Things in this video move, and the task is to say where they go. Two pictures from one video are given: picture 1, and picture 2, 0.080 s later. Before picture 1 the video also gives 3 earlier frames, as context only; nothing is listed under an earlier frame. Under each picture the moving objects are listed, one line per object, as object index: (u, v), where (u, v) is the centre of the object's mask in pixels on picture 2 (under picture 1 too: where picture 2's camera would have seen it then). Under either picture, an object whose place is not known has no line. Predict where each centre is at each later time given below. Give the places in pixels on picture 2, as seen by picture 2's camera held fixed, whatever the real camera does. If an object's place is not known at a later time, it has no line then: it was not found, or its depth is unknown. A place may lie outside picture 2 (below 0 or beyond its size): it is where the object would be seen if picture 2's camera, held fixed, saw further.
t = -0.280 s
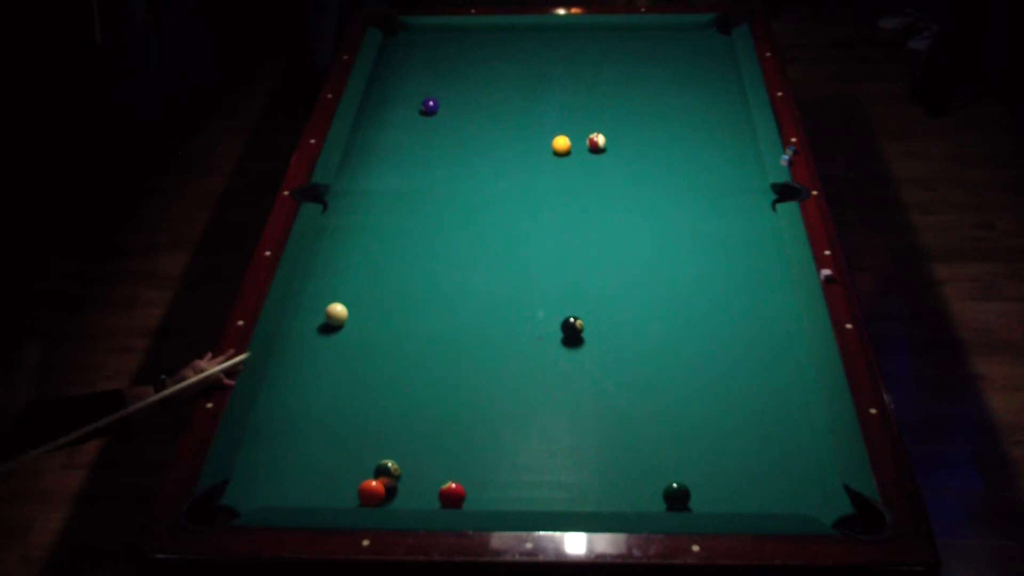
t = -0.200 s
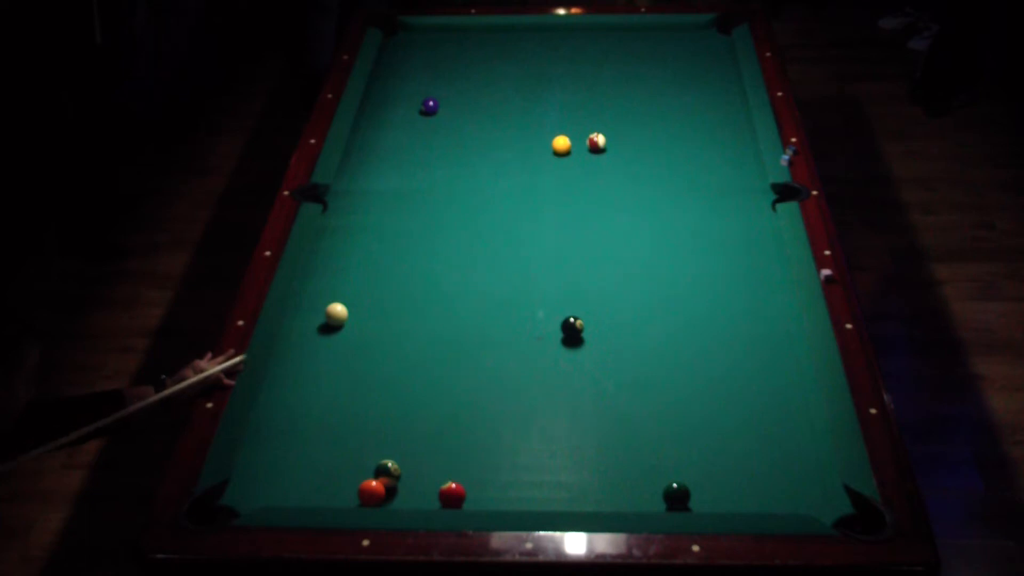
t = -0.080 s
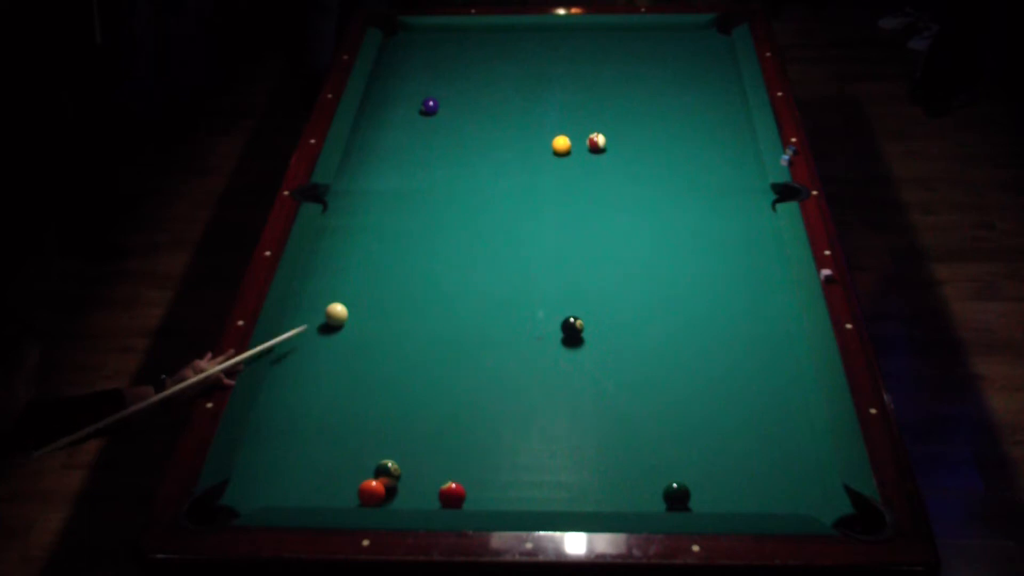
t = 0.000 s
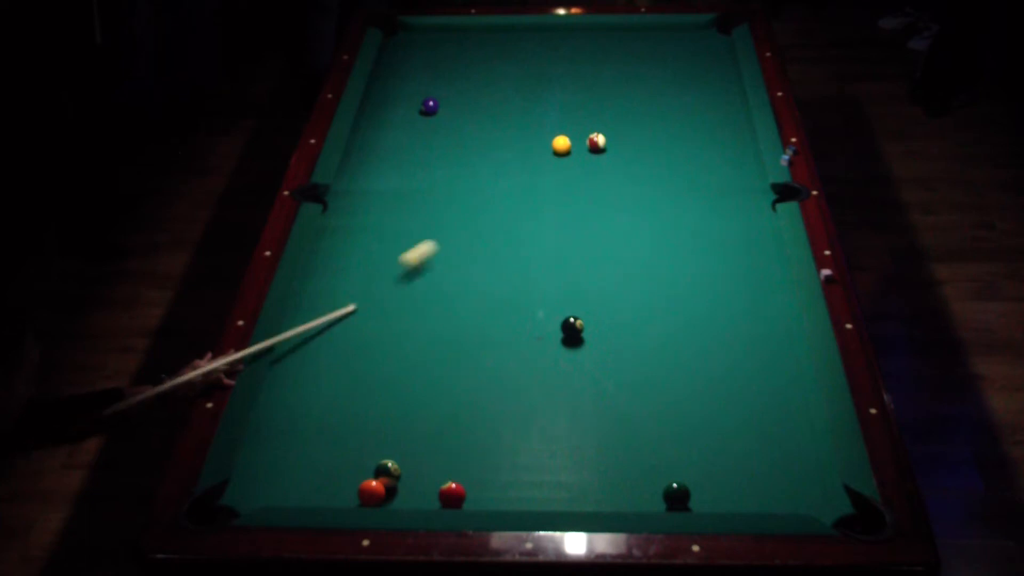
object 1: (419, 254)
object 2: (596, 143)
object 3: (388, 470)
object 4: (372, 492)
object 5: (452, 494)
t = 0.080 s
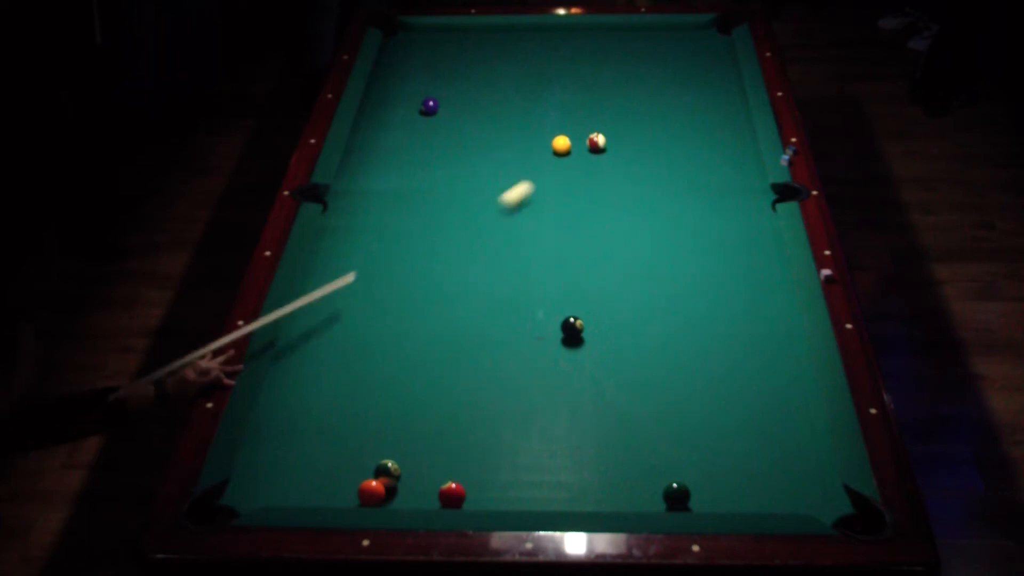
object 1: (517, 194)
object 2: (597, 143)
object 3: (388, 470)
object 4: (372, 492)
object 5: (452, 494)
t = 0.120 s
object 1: (560, 168)
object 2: (596, 143)
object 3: (388, 470)
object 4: (372, 492)
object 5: (452, 494)
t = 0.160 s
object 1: (594, 149)
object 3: (388, 470)
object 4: (372, 492)
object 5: (452, 494)
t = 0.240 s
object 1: (628, 153)
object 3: (388, 470)
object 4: (372, 492)
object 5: (452, 494)
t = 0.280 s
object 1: (643, 153)
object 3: (388, 470)
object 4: (372, 492)
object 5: (452, 494)
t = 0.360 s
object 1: (672, 156)
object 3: (388, 470)
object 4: (372, 492)
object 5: (452, 494)
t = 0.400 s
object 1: (686, 156)
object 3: (388, 470)
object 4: (372, 492)
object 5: (452, 494)
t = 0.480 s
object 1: (713, 157)
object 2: (727, 50)
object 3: (388, 470)
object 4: (372, 492)
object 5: (452, 494)
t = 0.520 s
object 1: (727, 157)
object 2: (727, 61)
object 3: (388, 470)
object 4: (372, 492)
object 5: (452, 494)
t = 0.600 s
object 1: (753, 158)
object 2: (716, 79)
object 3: (388, 470)
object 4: (372, 492)
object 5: (452, 494)
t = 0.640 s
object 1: (745, 159)
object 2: (711, 88)
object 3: (388, 470)
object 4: (372, 492)
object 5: (452, 494)
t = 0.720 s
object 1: (729, 161)
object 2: (701, 104)
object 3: (388, 470)
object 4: (372, 492)
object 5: (452, 494)
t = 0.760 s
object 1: (722, 162)
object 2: (696, 112)
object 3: (388, 470)
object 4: (372, 492)
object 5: (452, 494)
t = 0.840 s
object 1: (708, 164)
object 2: (686, 129)
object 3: (388, 470)
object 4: (372, 492)
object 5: (452, 495)
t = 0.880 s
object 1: (700, 165)
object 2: (681, 138)
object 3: (388, 470)
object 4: (372, 492)
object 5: (452, 494)
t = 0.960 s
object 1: (687, 167)
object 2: (670, 154)
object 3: (388, 470)
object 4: (372, 492)
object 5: (452, 494)
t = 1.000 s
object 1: (682, 170)
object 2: (662, 164)
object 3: (388, 470)
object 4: (372, 492)
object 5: (452, 494)
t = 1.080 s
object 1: (684, 177)
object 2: (635, 177)
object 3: (388, 470)
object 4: (372, 492)
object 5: (452, 494)
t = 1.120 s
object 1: (684, 180)
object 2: (622, 184)
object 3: (388, 470)
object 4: (372, 492)
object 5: (452, 494)
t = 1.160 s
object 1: (683, 183)
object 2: (609, 192)
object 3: (388, 470)
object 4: (372, 492)
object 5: (452, 495)
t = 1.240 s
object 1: (682, 190)
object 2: (582, 207)
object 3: (388, 470)
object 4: (372, 492)
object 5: (452, 494)
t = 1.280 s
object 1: (682, 193)
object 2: (568, 214)
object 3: (388, 470)
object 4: (372, 492)
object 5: (452, 494)
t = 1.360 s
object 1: (681, 200)
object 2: (540, 231)
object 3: (388, 470)
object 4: (372, 492)
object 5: (452, 494)
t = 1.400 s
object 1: (681, 203)
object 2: (526, 239)
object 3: (388, 470)
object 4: (372, 492)
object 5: (452, 494)
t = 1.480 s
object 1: (680, 210)
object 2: (496, 255)
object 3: (388, 470)
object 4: (372, 492)
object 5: (452, 494)
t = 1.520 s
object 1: (680, 213)
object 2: (481, 263)
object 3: (388, 470)
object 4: (372, 492)
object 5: (452, 494)
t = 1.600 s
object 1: (679, 219)
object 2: (451, 281)
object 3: (388, 470)
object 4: (372, 492)
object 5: (452, 495)
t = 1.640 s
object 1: (679, 223)
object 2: (435, 289)
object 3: (388, 470)
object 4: (372, 492)
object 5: (452, 494)
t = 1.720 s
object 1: (678, 230)
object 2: (402, 308)
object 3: (388, 470)
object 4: (372, 492)
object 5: (452, 494)
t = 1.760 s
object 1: (677, 233)
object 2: (386, 318)
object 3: (388, 470)
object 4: (372, 492)
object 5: (452, 494)
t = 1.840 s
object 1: (676, 240)
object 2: (352, 337)
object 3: (388, 470)
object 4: (372, 492)
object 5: (452, 494)
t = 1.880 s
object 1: (676, 243)
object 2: (334, 347)
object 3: (388, 470)
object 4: (372, 492)
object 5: (452, 495)
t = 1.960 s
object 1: (675, 249)
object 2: (298, 367)
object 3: (388, 470)
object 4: (372, 492)
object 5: (452, 494)
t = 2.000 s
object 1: (675, 253)
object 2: (281, 378)
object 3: (388, 470)
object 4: (372, 492)
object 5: (452, 494)
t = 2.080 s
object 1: (674, 260)
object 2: (291, 392)
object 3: (388, 470)
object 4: (372, 492)
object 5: (452, 494)
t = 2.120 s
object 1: (673, 263)
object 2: (298, 393)
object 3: (388, 470)
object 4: (372, 492)
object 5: (452, 494)
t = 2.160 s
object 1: (672, 267)
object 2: (304, 399)
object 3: (388, 470)
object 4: (372, 492)
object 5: (452, 495)
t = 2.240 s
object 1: (671, 273)
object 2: (316, 411)
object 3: (388, 470)
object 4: (372, 492)
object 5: (452, 494)
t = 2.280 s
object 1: (671, 276)
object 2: (322, 414)
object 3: (388, 470)
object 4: (372, 492)
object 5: (452, 494)
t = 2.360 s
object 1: (670, 283)
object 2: (336, 425)
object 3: (388, 470)
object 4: (372, 492)
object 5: (452, 494)
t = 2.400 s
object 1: (670, 286)
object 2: (341, 429)
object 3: (388, 470)
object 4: (372, 492)
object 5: (452, 494)
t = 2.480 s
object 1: (669, 293)
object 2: (355, 441)
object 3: (388, 470)
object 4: (372, 492)
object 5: (452, 494)
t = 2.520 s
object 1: (668, 296)
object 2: (361, 446)
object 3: (388, 470)
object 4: (372, 492)
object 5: (452, 494)
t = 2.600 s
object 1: (667, 303)
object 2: (374, 452)
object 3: (389, 470)
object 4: (372, 492)
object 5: (452, 494)
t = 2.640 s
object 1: (667, 306)
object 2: (379, 456)
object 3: (392, 473)
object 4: (372, 492)
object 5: (452, 494)
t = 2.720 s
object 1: (666, 312)
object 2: (385, 458)
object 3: (401, 479)
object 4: (369, 494)
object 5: (452, 494)
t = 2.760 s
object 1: (665, 315)
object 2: (388, 458)
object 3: (405, 482)
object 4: (367, 495)
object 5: (452, 494)
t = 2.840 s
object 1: (664, 322)
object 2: (395, 460)
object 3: (412, 488)
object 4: (364, 497)
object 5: (452, 494)
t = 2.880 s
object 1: (664, 325)
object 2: (398, 460)
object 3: (416, 491)
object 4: (363, 498)
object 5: (452, 494)
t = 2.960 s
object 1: (663, 331)
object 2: (405, 460)
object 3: (423, 496)
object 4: (362, 498)
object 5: (452, 494)
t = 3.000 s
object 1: (662, 335)
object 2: (408, 461)
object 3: (424, 498)
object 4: (361, 498)
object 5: (455, 494)
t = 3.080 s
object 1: (662, 341)
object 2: (414, 463)
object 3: (426, 500)
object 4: (360, 497)
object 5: (461, 494)
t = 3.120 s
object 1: (661, 344)
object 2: (417, 463)
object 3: (427, 500)
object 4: (360, 497)
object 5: (463, 494)
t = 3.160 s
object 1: (661, 347)
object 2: (420, 464)
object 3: (428, 499)
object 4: (360, 496)
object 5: (466, 494)
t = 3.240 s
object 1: (660, 353)
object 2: (425, 464)
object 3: (430, 497)
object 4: (359, 496)
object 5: (471, 494)
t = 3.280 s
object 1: (659, 356)
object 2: (428, 465)
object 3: (430, 496)
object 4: (359, 496)
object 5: (473, 494)
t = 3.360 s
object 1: (659, 362)
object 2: (433, 465)
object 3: (432, 495)
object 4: (358, 495)
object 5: (478, 494)
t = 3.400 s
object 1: (658, 365)
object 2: (435, 466)
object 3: (433, 495)
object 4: (358, 495)
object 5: (480, 495)
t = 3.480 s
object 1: (657, 372)
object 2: (440, 465)
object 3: (434, 494)
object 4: (358, 495)
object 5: (484, 495)
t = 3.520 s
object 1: (657, 374)
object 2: (442, 466)
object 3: (435, 493)
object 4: (358, 495)
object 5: (486, 494)
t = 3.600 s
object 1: (656, 380)
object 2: (447, 467)
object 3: (436, 492)
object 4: (358, 495)
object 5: (490, 494)
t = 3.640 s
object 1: (655, 383)
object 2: (450, 468)
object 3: (437, 492)
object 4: (358, 495)
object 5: (491, 495)
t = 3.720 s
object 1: (654, 389)
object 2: (454, 468)
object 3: (438, 491)
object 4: (359, 495)
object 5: (495, 494)
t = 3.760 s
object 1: (654, 391)
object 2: (455, 468)
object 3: (438, 487)
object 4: (359, 494)
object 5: (496, 495)
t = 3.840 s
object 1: (653, 398)
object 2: (459, 468)
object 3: (439, 486)
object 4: (359, 494)
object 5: (500, 495)
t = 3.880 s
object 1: (652, 400)
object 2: (461, 468)
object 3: (439, 485)
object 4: (359, 494)
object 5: (501, 495)
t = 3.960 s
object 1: (651, 405)
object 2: (464, 469)
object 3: (440, 487)
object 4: (359, 494)
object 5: (503, 495)
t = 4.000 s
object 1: (651, 408)
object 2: (466, 469)
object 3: (440, 487)
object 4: (359, 494)
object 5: (505, 495)
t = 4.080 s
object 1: (649, 413)
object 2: (468, 470)
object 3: (440, 483)
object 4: (359, 494)
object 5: (507, 495)
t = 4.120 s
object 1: (649, 416)
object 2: (469, 468)
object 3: (441, 483)
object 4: (359, 494)
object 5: (508, 495)
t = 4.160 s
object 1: (648, 418)
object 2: (471, 468)
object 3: (441, 483)
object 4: (359, 494)
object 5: (509, 495)
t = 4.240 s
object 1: (647, 424)
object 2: (473, 470)
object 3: (441, 485)
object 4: (359, 494)
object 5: (511, 495)
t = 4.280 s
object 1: (646, 426)
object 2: (475, 470)
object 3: (441, 486)
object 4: (359, 494)
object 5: (512, 495)
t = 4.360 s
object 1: (645, 431)
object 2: (477, 471)
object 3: (441, 486)
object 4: (359, 494)
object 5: (513, 495)
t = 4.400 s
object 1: (645, 433)
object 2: (478, 471)
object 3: (441, 485)
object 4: (359, 494)
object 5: (514, 495)
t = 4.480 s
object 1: (643, 438)
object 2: (480, 471)
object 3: (441, 486)
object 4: (359, 494)
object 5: (515, 495)
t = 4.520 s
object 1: (643, 440)
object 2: (481, 471)
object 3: (441, 486)
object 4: (359, 494)
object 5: (515, 495)
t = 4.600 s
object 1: (642, 444)
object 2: (482, 471)
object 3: (441, 486)
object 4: (359, 494)
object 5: (516, 495)
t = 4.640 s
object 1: (641, 447)
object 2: (483, 471)
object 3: (441, 486)
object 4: (359, 494)
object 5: (516, 494)
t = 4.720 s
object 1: (640, 451)
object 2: (484, 471)
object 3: (441, 486)
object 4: (359, 494)
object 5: (516, 494)
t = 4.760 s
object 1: (639, 453)
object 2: (484, 471)
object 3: (441, 485)
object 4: (359, 494)
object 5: (516, 494)
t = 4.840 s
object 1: (638, 457)
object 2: (484, 471)
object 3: (441, 485)
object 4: (359, 494)
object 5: (516, 494)
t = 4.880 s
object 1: (638, 459)
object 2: (485, 471)
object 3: (441, 485)
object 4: (359, 494)
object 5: (516, 494)
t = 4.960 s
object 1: (637, 463)
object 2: (485, 471)
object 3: (441, 485)
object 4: (359, 494)
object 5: (516, 494)
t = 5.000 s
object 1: (636, 465)
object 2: (485, 471)
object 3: (441, 485)
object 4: (359, 494)
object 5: (516, 494)
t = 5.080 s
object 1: (635, 468)
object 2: (485, 471)
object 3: (441, 485)
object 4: (359, 494)
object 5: (516, 494)
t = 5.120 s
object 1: (635, 470)
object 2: (485, 471)
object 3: (441, 485)
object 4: (359, 494)
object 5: (516, 494)
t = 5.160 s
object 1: (634, 472)
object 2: (485, 471)
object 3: (441, 485)
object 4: (359, 494)
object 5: (516, 494)
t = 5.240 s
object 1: (634, 475)
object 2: (485, 471)
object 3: (441, 485)
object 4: (359, 494)
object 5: (516, 494)
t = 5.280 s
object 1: (633, 477)
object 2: (485, 471)
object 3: (441, 485)
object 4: (359, 494)
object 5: (516, 494)
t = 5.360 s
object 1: (632, 480)
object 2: (485, 471)
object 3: (441, 485)
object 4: (359, 494)
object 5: (516, 494)
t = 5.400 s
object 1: (632, 481)
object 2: (485, 471)
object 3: (441, 485)
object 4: (359, 494)
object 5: (516, 494)
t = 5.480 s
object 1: (631, 484)
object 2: (485, 471)
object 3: (442, 482)
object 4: (359, 494)
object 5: (516, 494)
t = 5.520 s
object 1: (631, 485)
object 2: (485, 471)
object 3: (442, 482)
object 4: (359, 494)
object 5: (516, 494)
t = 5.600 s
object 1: (630, 488)
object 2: (485, 471)
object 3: (442, 482)
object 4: (359, 494)
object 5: (516, 494)
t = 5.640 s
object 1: (630, 489)
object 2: (485, 471)
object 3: (441, 485)
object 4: (359, 494)
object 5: (516, 494)
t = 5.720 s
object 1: (630, 491)
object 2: (485, 471)
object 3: (441, 484)
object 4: (359, 494)
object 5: (516, 494)
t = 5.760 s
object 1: (629, 492)
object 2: (485, 471)
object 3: (442, 482)
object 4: (359, 494)
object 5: (516, 494)
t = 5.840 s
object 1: (629, 494)
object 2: (485, 471)
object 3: (441, 484)
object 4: (359, 494)
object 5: (516, 494)
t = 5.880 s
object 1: (628, 495)
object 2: (485, 471)
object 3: (442, 482)
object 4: (359, 494)
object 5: (516, 494)
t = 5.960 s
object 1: (628, 497)
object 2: (485, 471)
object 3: (442, 482)
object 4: (359, 494)
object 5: (516, 494)
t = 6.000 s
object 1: (628, 497)
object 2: (485, 471)
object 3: (442, 483)
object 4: (359, 494)
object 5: (516, 494)
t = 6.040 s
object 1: (628, 498)
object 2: (485, 471)
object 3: (442, 483)
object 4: (359, 494)
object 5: (516, 494)
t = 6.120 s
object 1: (628, 499)
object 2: (485, 471)
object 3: (442, 483)
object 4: (359, 494)
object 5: (516, 494)
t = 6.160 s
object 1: (628, 499)
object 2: (485, 471)
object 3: (442, 483)
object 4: (359, 494)
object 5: (516, 494)
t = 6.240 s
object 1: (628, 500)
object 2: (485, 471)
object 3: (442, 483)
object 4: (359, 494)
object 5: (516, 494)
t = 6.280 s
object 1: (628, 500)
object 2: (485, 471)
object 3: (442, 483)
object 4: (359, 494)
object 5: (516, 494)
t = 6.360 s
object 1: (628, 500)
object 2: (485, 471)
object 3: (442, 483)
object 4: (359, 494)
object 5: (516, 494)
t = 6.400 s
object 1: (628, 501)
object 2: (485, 471)
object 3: (442, 483)
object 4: (359, 494)
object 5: (516, 494)
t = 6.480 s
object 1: (628, 501)
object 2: (485, 471)
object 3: (442, 483)
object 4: (359, 494)
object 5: (516, 494)
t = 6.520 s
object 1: (627, 501)
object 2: (485, 471)
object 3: (442, 483)
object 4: (359, 494)
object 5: (516, 494)
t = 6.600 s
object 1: (627, 501)
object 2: (485, 471)
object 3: (442, 482)
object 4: (359, 494)
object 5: (516, 494)
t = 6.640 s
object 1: (627, 501)
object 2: (485, 471)
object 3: (442, 482)
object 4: (359, 494)
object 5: (516, 494)
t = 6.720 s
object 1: (627, 501)
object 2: (485, 471)
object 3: (442, 482)
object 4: (359, 494)
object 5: (516, 494)
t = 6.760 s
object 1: (627, 501)
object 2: (485, 471)
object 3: (442, 482)
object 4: (359, 494)
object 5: (516, 494)
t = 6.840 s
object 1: (627, 500)
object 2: (485, 471)
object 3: (442, 482)
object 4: (359, 494)
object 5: (516, 494)
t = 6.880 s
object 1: (627, 500)
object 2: (485, 471)
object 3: (442, 482)
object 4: (359, 494)
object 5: (516, 494)
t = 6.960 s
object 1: (628, 500)
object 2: (485, 471)
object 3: (442, 482)
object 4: (359, 494)
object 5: (516, 494)
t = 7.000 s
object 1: (628, 500)
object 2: (485, 471)
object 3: (442, 482)
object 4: (359, 494)
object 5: (516, 494)
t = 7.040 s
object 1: (628, 500)
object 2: (485, 471)
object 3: (442, 482)
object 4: (359, 494)
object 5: (516, 494)
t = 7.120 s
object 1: (628, 500)
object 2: (485, 471)
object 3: (442, 482)
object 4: (359, 494)
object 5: (516, 494)
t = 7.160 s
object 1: (628, 500)
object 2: (485, 471)
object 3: (442, 482)
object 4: (359, 494)
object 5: (516, 494)
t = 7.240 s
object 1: (628, 500)
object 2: (485, 471)
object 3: (442, 482)
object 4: (359, 494)
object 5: (516, 494)
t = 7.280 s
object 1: (628, 500)
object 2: (485, 471)
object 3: (442, 482)
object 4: (359, 494)
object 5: (516, 494)
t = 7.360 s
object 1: (628, 500)
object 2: (485, 471)
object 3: (442, 482)
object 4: (359, 494)
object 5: (516, 494)
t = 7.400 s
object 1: (628, 500)
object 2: (485, 471)
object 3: (442, 482)
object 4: (359, 494)
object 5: (516, 494)
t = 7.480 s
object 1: (628, 500)
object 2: (485, 471)
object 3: (442, 482)
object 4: (359, 494)
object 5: (516, 494)
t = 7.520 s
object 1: (628, 500)
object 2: (485, 471)
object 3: (442, 482)
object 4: (359, 494)
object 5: (516, 494)
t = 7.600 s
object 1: (628, 500)
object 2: (485, 471)
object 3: (442, 482)
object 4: (359, 494)
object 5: (516, 494)
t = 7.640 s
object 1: (627, 500)
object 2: (485, 471)
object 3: (442, 482)
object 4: (359, 494)
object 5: (516, 494)
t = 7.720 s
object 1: (628, 500)
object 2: (485, 471)
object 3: (442, 482)
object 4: (359, 494)
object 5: (516, 494)
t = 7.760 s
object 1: (628, 500)
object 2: (485, 471)
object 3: (442, 482)
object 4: (359, 494)
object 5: (516, 494)
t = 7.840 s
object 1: (628, 500)
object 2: (485, 471)
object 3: (442, 482)
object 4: (359, 494)
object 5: (516, 494)
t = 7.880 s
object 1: (628, 500)
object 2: (485, 471)
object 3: (442, 482)
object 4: (359, 494)
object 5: (516, 494)
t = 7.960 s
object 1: (628, 500)
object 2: (485, 471)
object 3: (442, 482)
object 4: (359, 494)
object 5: (516, 494)
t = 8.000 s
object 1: (628, 500)
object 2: (485, 471)
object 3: (442, 482)
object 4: (359, 494)
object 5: (516, 494)
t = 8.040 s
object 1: (627, 500)
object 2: (485, 471)
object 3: (442, 482)
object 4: (359, 494)
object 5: (516, 494)
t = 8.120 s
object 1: (627, 500)
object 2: (485, 471)
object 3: (442, 482)
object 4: (359, 494)
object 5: (516, 494)
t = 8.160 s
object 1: (628, 500)
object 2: (485, 471)
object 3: (442, 482)
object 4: (359, 494)
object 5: (516, 494)
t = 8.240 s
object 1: (628, 500)
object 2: (485, 471)
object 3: (442, 482)
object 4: (359, 494)
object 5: (516, 494)
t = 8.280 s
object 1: (628, 500)
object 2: (485, 471)
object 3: (442, 482)
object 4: (359, 494)
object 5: (516, 494)
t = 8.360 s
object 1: (628, 500)
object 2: (485, 471)
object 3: (442, 482)
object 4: (359, 494)
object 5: (516, 494)
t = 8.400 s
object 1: (628, 500)
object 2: (485, 471)
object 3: (442, 482)
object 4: (359, 494)
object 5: (516, 494)
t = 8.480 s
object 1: (628, 500)
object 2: (485, 471)
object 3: (442, 482)
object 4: (359, 494)
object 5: (516, 494)
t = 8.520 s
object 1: (628, 500)
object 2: (485, 471)
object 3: (442, 482)
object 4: (359, 494)
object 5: (516, 494)
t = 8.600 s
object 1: (628, 500)
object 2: (485, 471)
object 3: (442, 482)
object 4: (359, 494)
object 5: (516, 494)
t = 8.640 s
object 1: (628, 500)
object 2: (485, 471)
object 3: (442, 482)
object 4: (359, 494)
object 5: (516, 494)
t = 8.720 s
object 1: (628, 500)
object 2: (485, 471)
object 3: (442, 482)
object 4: (359, 494)
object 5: (516, 494)
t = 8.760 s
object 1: (628, 500)
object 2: (485, 471)
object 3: (442, 482)
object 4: (359, 494)
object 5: (516, 494)
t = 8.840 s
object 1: (628, 500)
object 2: (485, 471)
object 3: (442, 482)
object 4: (359, 494)
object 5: (516, 494)
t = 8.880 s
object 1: (628, 500)
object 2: (485, 471)
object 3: (442, 482)
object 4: (359, 494)
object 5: (516, 494)
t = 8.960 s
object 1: (628, 500)
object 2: (485, 471)
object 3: (442, 482)
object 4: (359, 494)
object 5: (516, 494)
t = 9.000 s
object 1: (628, 500)
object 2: (485, 471)
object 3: (442, 482)
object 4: (359, 494)
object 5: (516, 494)
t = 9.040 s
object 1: (628, 500)
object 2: (485, 471)
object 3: (442, 482)
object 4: (359, 494)
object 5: (516, 494)
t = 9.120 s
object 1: (628, 500)
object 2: (485, 471)
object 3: (442, 482)
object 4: (359, 494)
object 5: (516, 494)
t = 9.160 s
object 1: (628, 500)
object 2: (485, 471)
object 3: (442, 482)
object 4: (359, 494)
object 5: (516, 494)
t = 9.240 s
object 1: (628, 500)
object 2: (485, 471)
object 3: (442, 482)
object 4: (359, 494)
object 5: (516, 494)
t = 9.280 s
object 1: (628, 500)
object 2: (485, 471)
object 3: (442, 482)
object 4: (359, 494)
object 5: (516, 494)
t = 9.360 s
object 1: (628, 500)
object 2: (485, 471)
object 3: (442, 482)
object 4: (359, 494)
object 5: (516, 494)
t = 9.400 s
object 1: (628, 500)
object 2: (485, 471)
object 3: (442, 482)
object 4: (359, 494)
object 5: (516, 494)
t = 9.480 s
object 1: (628, 500)
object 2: (485, 471)
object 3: (442, 482)
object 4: (359, 494)
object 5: (516, 494)
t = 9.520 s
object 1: (628, 500)
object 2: (485, 471)
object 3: (442, 482)
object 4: (359, 494)
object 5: (516, 494)
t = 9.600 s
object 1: (628, 500)
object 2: (485, 471)
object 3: (442, 482)
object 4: (359, 494)
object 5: (516, 494)
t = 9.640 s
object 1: (628, 500)
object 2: (485, 471)
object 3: (442, 482)
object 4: (359, 494)
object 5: (516, 494)
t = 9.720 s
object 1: (628, 500)
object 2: (485, 471)
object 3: (442, 482)
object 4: (359, 494)
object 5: (516, 494)
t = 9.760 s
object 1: (628, 500)
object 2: (485, 471)
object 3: (442, 482)
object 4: (359, 494)
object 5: (516, 494)
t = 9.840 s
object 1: (628, 500)
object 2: (485, 471)
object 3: (442, 482)
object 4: (359, 494)
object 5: (516, 494)
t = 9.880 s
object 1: (628, 500)
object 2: (485, 471)
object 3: (442, 482)
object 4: (359, 494)
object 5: (516, 494)
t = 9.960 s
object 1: (628, 500)
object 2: (485, 471)
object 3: (442, 482)
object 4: (359, 494)
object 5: (516, 494)
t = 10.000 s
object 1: (628, 500)
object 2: (485, 471)
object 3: (442, 482)
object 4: (359, 494)
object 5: (516, 494)
